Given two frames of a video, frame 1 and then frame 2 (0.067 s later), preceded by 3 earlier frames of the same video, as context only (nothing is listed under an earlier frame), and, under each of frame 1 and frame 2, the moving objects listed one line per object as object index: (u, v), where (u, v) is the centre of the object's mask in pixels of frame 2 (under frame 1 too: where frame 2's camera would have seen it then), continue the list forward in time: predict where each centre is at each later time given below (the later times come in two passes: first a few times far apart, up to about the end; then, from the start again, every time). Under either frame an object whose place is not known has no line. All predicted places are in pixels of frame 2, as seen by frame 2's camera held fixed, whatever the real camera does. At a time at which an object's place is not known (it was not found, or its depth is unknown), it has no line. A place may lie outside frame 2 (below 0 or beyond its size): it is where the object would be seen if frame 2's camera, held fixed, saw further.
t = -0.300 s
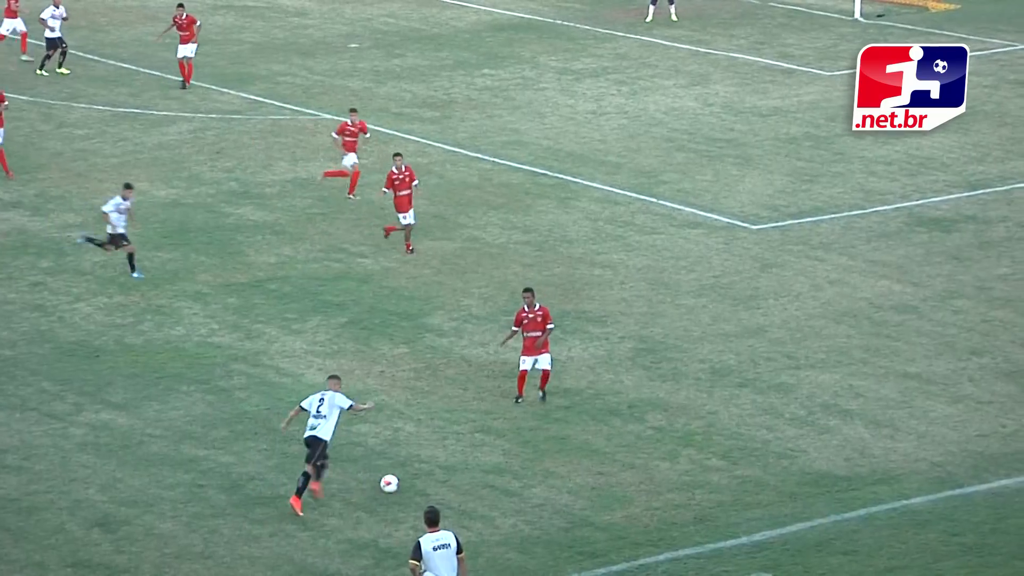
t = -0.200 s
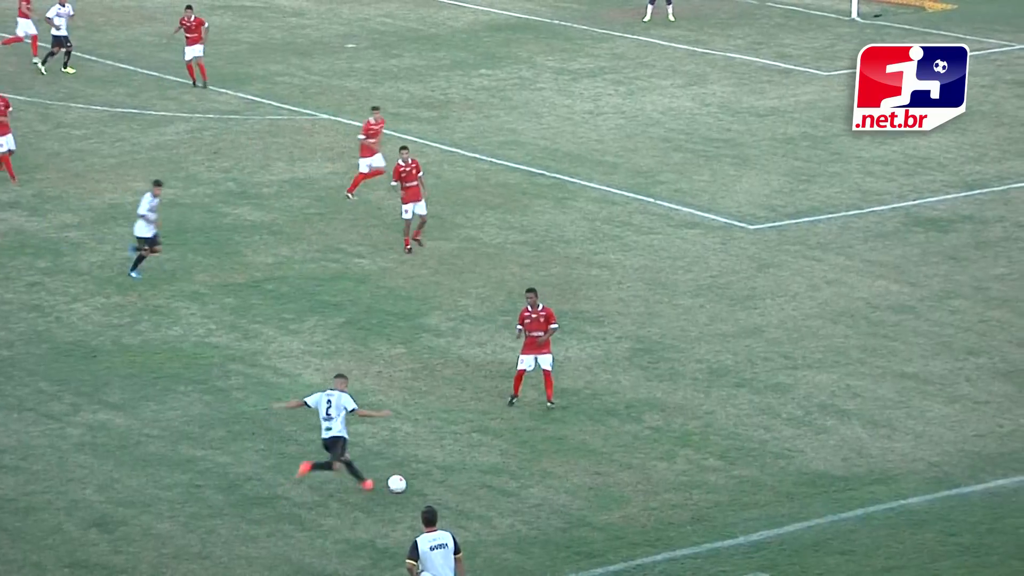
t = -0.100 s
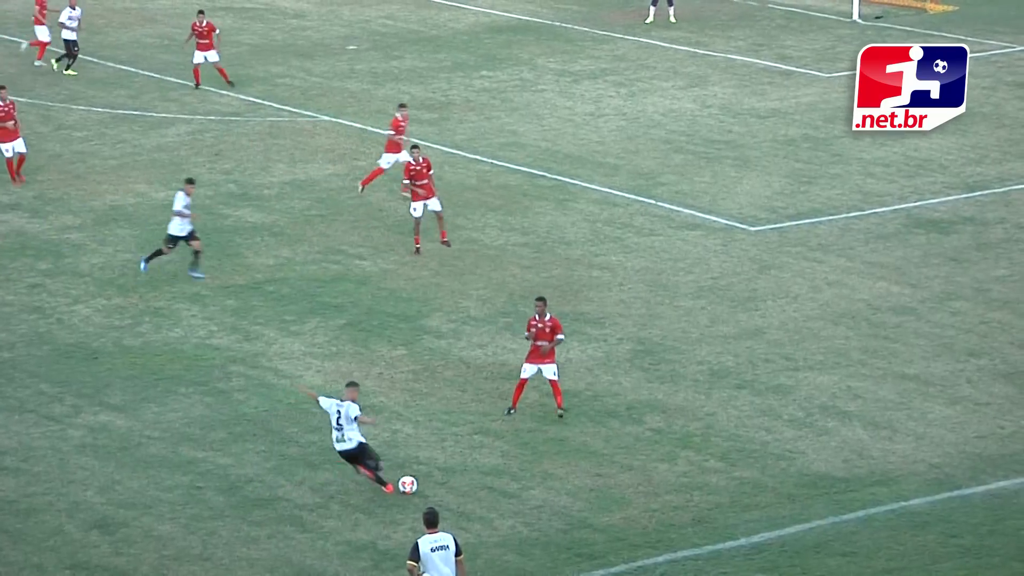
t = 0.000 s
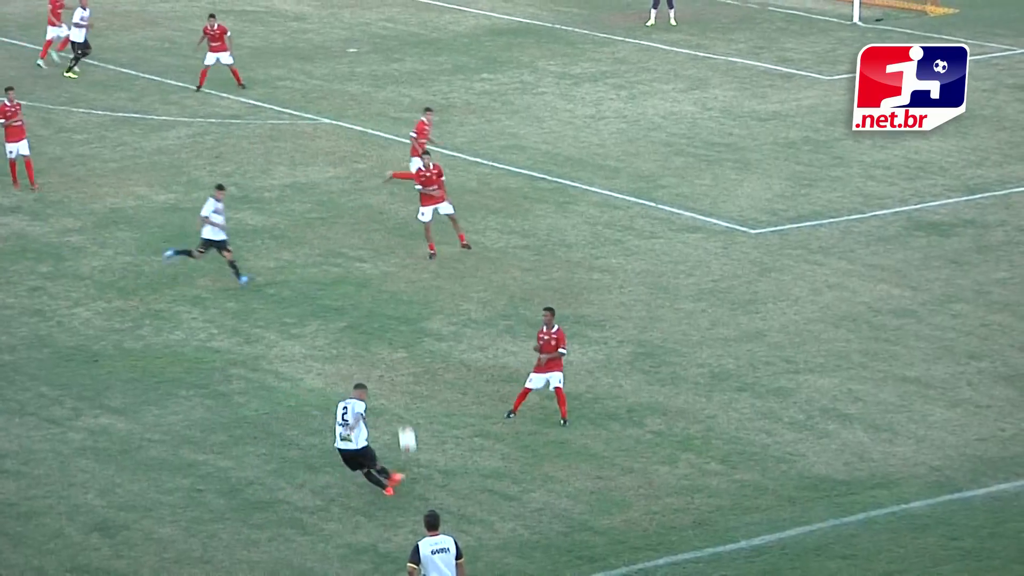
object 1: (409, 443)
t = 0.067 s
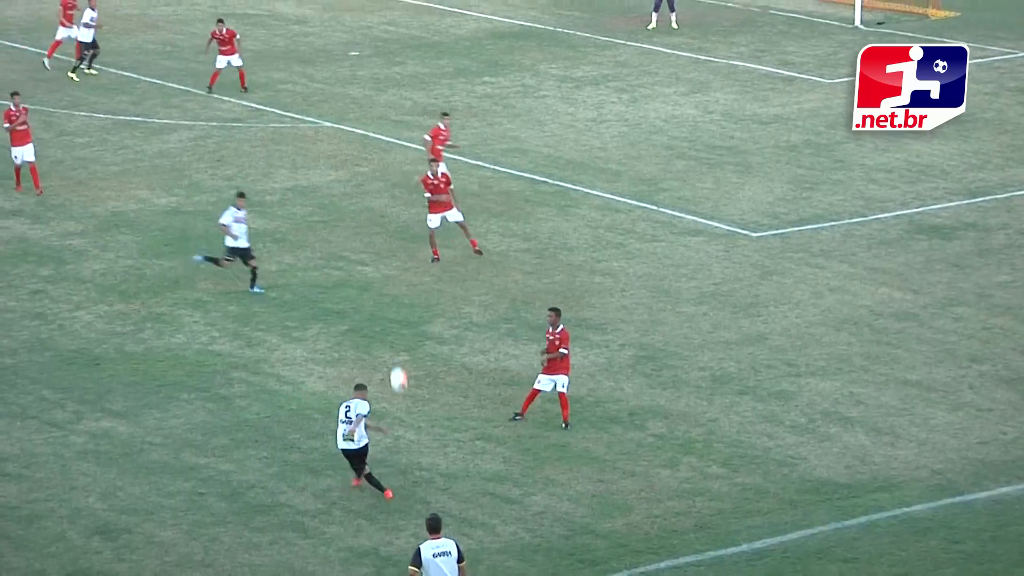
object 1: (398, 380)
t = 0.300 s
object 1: (367, 205)
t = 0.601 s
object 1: (324, 46)
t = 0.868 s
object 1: (280, -49)
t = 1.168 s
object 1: (230, -116)
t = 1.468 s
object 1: (176, -147)
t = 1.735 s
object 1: (128, -148)
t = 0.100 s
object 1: (394, 351)
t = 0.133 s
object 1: (390, 323)
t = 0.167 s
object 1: (386, 297)
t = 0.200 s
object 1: (381, 273)
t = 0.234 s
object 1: (376, 249)
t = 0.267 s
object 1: (372, 226)
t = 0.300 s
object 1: (367, 205)
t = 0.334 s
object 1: (362, 184)
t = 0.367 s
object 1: (357, 163)
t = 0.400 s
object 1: (353, 144)
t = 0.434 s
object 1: (349, 125)
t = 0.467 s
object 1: (344, 108)
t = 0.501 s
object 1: (339, 91)
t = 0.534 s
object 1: (333, 76)
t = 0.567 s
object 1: (329, 60)
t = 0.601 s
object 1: (324, 46)
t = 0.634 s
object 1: (318, 32)
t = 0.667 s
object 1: (313, 18)
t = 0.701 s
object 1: (307, 5)
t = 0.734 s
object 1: (302, -7)
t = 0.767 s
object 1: (297, -18)
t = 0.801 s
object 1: (291, -29)
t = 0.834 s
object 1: (285, -40)
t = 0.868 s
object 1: (280, -49)
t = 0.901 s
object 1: (275, -58)
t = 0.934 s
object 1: (269, -67)
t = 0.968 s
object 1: (265, -74)
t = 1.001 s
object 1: (258, -82)
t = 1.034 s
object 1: (254, -89)
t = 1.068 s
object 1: (248, -97)
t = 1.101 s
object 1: (242, -103)
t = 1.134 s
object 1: (235, -110)
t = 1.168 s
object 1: (230, -116)
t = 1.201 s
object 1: (224, -120)
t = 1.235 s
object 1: (218, -125)
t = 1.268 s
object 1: (212, -129)
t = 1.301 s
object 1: (206, -133)
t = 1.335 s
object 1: (200, -137)
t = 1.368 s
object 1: (195, -140)
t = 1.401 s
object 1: (189, -143)
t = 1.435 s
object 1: (182, -145)
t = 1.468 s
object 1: (176, -147)
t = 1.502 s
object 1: (171, -149)
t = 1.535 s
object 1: (164, -150)
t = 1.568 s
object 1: (158, -151)
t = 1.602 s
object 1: (151, -151)
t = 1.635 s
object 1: (145, -152)
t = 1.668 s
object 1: (139, -150)
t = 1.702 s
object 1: (133, -150)
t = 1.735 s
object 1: (128, -148)
